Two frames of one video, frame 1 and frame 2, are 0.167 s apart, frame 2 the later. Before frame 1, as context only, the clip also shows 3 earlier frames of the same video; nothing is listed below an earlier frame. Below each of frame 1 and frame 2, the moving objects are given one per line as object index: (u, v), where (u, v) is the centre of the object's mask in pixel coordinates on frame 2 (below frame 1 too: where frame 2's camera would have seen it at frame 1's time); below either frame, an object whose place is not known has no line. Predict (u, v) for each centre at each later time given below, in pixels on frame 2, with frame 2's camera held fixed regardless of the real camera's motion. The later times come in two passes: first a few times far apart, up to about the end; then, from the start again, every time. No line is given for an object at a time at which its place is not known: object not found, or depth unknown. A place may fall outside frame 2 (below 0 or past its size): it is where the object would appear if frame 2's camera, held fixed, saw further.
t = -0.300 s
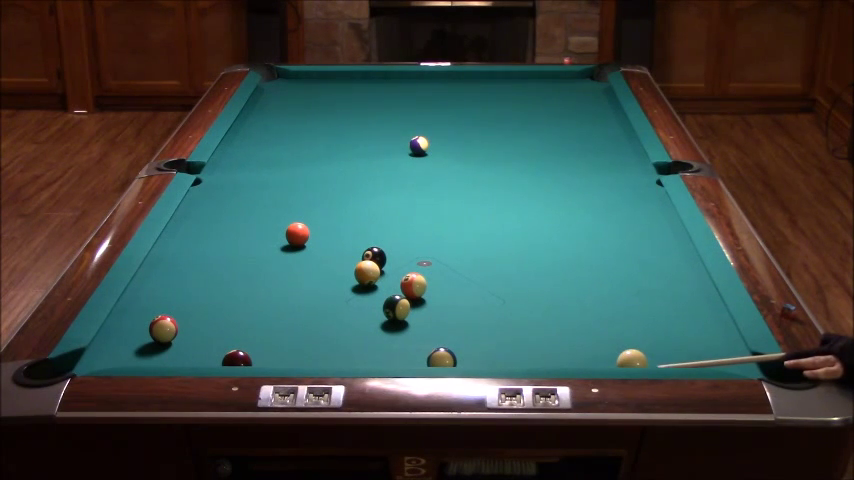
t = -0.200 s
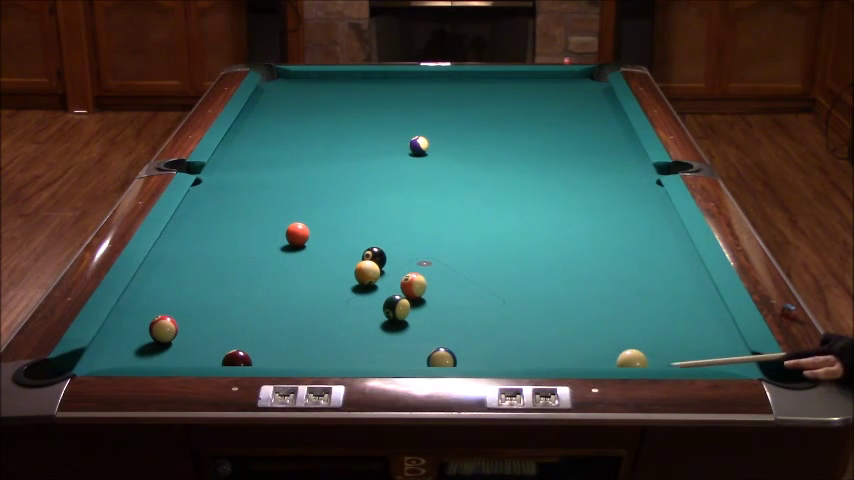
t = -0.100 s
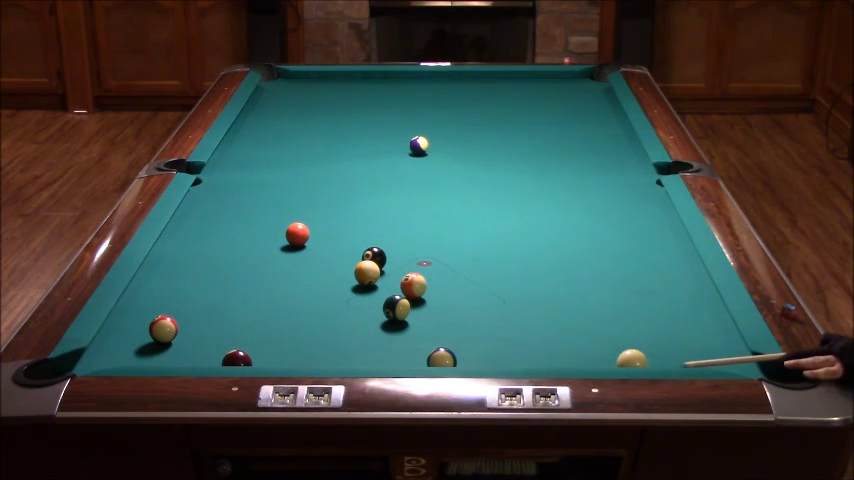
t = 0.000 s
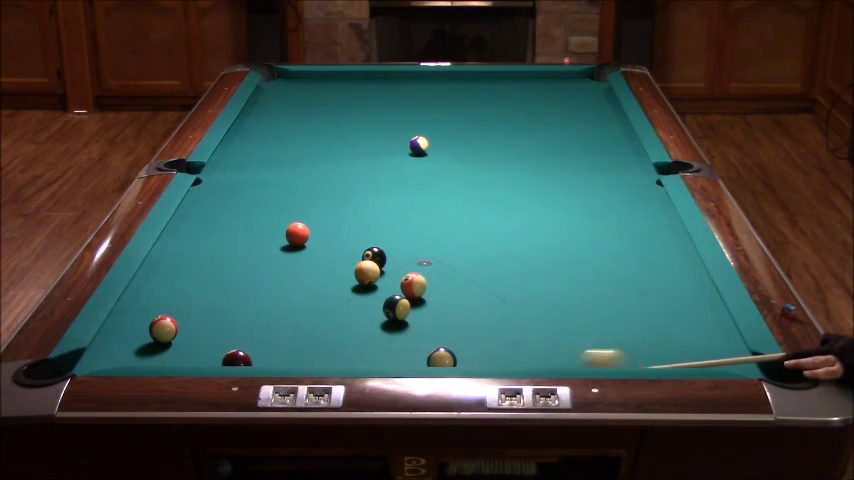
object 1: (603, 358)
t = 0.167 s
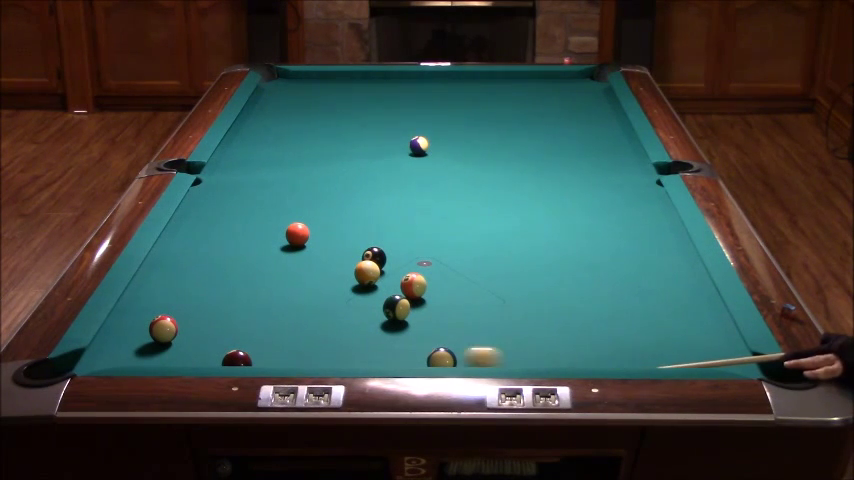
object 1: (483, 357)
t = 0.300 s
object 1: (472, 356)
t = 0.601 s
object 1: (476, 354)
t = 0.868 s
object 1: (477, 352)
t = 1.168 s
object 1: (477, 351)
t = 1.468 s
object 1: (477, 351)
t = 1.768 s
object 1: (477, 351)
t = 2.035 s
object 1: (477, 351)
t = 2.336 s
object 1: (477, 351)
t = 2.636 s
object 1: (477, 351)
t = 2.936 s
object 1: (477, 351)
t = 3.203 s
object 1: (477, 351)
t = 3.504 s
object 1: (477, 351)
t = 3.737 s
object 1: (477, 351)
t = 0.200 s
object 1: (472, 357)
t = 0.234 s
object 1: (472, 357)
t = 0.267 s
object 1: (472, 356)
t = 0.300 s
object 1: (472, 356)
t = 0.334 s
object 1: (473, 355)
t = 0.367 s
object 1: (473, 355)
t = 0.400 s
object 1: (473, 355)
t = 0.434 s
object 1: (474, 355)
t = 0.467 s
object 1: (474, 355)
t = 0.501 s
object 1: (474, 354)
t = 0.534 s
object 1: (475, 354)
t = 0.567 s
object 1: (475, 354)
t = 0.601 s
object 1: (476, 354)
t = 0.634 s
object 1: (476, 353)
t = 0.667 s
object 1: (476, 353)
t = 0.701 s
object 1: (477, 353)
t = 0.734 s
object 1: (477, 353)
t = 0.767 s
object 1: (477, 353)
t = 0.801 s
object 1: (477, 352)
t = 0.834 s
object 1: (477, 352)
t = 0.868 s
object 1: (477, 352)
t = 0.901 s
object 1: (477, 352)
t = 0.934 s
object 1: (477, 352)
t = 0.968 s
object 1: (477, 352)
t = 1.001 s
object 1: (477, 352)
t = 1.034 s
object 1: (477, 352)
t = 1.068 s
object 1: (477, 352)
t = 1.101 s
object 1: (477, 352)
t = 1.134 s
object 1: (477, 351)
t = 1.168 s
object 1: (477, 351)
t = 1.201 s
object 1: (477, 351)
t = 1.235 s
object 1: (477, 351)
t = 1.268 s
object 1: (476, 351)
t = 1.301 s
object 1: (476, 351)
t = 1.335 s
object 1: (476, 351)
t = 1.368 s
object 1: (476, 351)
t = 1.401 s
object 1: (477, 351)
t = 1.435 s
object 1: (477, 351)
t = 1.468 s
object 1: (477, 351)
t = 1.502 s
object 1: (476, 351)
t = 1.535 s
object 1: (476, 351)
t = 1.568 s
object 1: (476, 351)
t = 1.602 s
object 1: (476, 351)
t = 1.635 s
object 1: (476, 351)
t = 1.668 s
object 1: (477, 351)
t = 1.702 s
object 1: (477, 351)
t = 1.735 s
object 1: (477, 351)
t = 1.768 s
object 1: (477, 351)
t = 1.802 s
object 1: (477, 351)
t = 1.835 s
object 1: (477, 351)
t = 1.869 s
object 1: (477, 351)
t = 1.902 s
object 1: (477, 351)
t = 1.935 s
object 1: (477, 351)
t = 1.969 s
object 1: (477, 351)
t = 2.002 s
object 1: (477, 351)
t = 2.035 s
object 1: (477, 351)
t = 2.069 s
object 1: (477, 351)
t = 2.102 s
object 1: (477, 351)
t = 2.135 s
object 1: (477, 351)
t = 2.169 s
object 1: (477, 351)
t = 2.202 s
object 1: (477, 351)
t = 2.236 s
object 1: (477, 351)
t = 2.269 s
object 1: (477, 351)
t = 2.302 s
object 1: (477, 351)
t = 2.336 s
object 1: (477, 351)
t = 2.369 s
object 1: (476, 351)
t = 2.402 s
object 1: (477, 351)
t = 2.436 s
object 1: (477, 351)
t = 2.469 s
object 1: (477, 351)
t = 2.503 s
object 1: (477, 351)
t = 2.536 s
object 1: (477, 351)
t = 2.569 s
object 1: (477, 351)
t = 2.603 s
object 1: (477, 351)
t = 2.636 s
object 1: (477, 351)
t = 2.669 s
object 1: (477, 351)
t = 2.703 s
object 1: (477, 351)
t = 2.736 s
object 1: (477, 351)
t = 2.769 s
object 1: (477, 351)
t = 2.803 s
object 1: (477, 351)
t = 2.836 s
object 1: (477, 351)
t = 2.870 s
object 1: (477, 351)
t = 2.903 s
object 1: (477, 351)
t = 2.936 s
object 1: (477, 351)
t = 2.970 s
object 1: (477, 351)
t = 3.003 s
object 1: (476, 351)
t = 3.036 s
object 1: (477, 351)
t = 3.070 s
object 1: (477, 351)
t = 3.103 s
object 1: (477, 351)
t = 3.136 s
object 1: (477, 351)
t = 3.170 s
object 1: (476, 351)
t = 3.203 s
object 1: (477, 351)
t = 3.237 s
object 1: (477, 351)
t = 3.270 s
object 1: (477, 351)
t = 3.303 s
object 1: (477, 351)
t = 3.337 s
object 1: (477, 351)
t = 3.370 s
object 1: (477, 351)
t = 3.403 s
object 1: (477, 351)
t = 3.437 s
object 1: (477, 351)
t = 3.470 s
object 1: (477, 351)
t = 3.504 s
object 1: (477, 351)
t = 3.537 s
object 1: (477, 351)
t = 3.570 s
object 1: (477, 351)
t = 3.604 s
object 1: (477, 351)
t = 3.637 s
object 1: (477, 351)
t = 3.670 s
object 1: (477, 351)
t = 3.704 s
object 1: (477, 351)
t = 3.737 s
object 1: (477, 351)
